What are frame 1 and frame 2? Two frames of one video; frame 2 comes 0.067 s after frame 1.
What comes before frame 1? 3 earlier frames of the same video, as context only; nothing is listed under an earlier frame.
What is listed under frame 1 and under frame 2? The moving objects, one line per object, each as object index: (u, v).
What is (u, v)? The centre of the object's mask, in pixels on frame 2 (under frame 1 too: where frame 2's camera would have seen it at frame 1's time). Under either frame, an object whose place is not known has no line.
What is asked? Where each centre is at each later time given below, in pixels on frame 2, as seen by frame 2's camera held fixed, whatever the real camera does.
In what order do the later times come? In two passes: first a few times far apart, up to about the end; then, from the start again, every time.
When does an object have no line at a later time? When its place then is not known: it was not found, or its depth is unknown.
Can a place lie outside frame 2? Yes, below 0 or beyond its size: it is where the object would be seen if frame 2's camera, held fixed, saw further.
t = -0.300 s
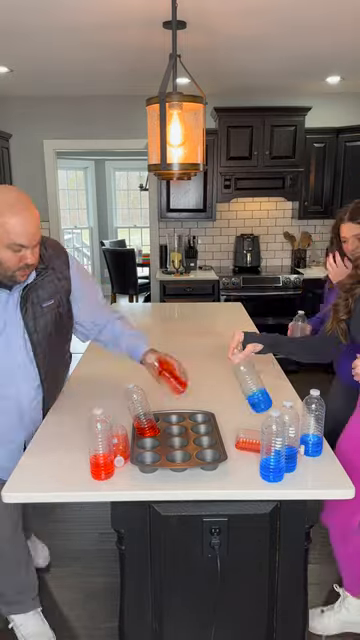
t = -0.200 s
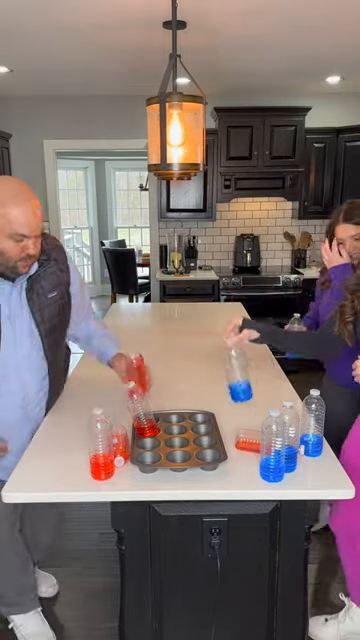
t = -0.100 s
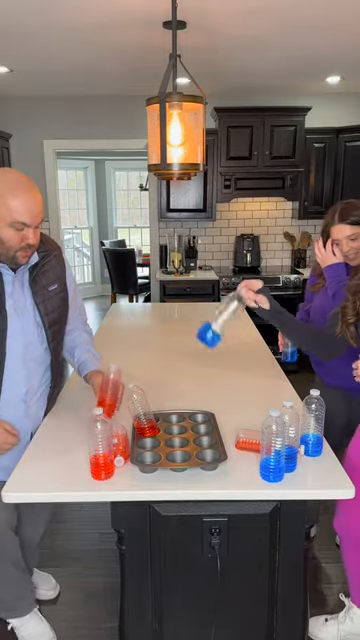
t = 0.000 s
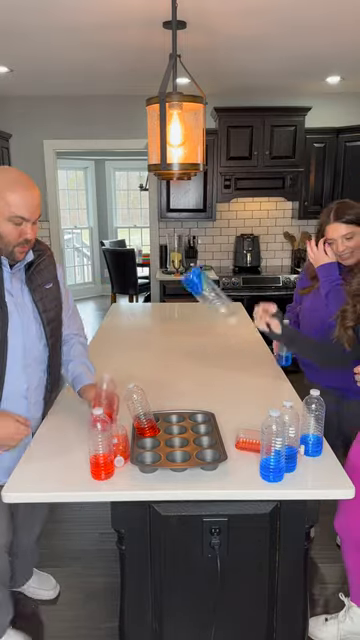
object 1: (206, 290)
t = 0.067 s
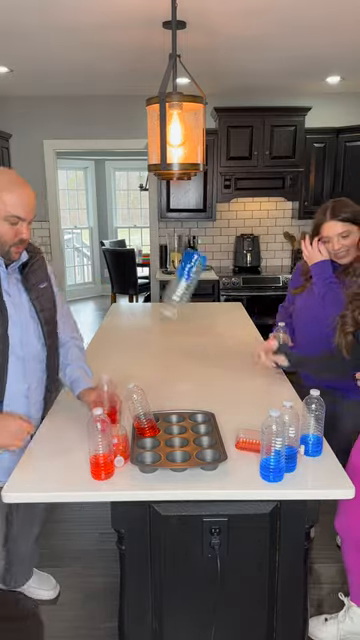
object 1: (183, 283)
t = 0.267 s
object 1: (163, 301)
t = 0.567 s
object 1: (174, 415)
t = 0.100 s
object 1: (174, 274)
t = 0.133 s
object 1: (169, 268)
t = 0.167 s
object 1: (166, 268)
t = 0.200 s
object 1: (165, 274)
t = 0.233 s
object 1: (162, 284)
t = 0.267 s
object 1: (163, 301)
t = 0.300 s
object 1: (161, 320)
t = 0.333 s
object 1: (160, 342)
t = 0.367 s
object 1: (159, 368)
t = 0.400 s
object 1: (158, 398)
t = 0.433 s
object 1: (160, 409)
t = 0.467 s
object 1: (164, 410)
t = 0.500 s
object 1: (167, 410)
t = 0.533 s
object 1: (171, 412)
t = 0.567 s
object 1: (174, 415)
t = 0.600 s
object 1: (179, 420)
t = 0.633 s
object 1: (185, 425)
